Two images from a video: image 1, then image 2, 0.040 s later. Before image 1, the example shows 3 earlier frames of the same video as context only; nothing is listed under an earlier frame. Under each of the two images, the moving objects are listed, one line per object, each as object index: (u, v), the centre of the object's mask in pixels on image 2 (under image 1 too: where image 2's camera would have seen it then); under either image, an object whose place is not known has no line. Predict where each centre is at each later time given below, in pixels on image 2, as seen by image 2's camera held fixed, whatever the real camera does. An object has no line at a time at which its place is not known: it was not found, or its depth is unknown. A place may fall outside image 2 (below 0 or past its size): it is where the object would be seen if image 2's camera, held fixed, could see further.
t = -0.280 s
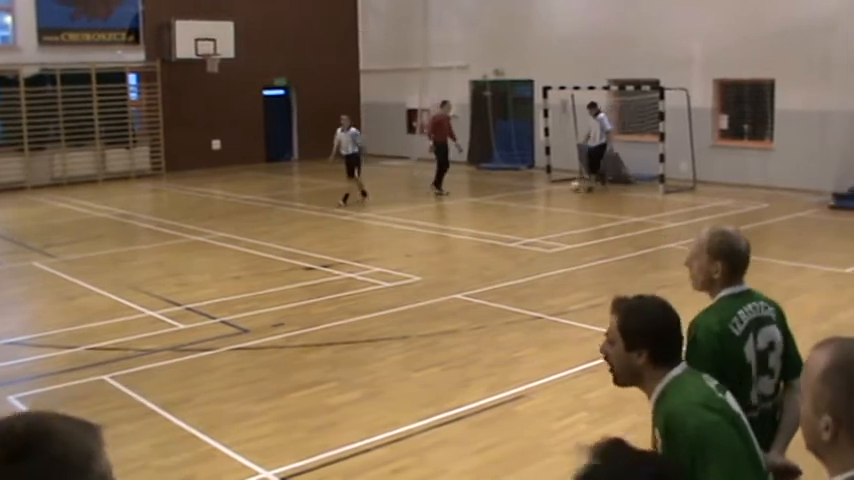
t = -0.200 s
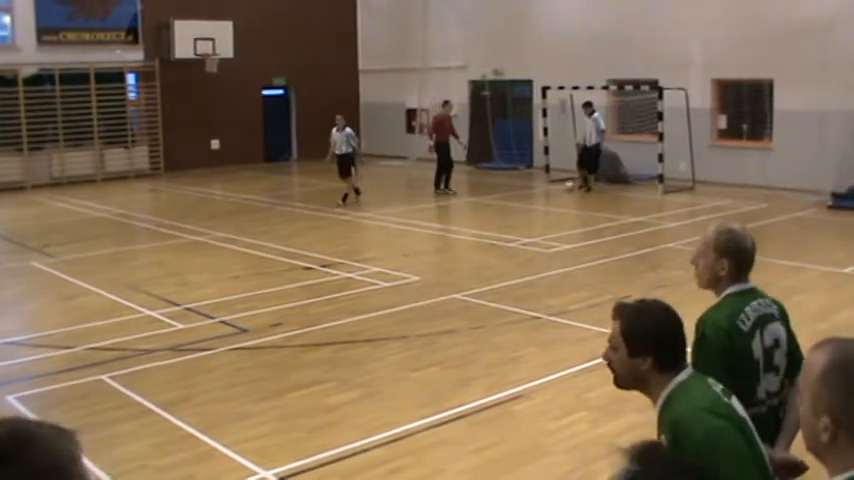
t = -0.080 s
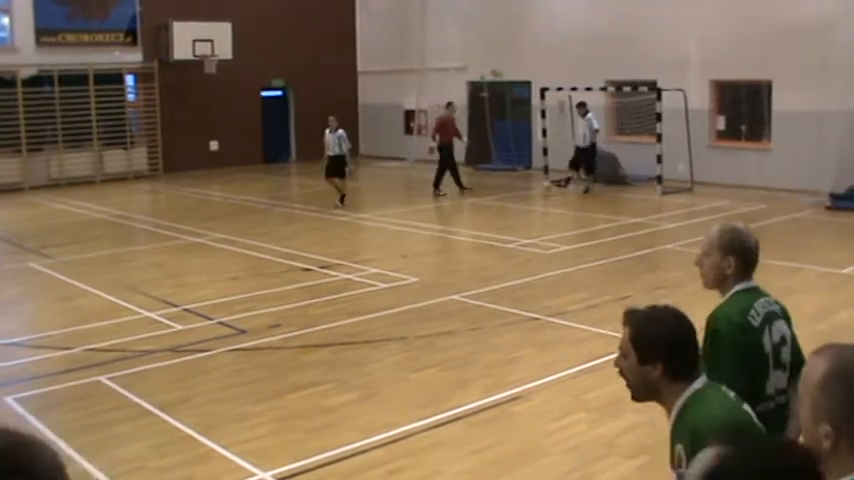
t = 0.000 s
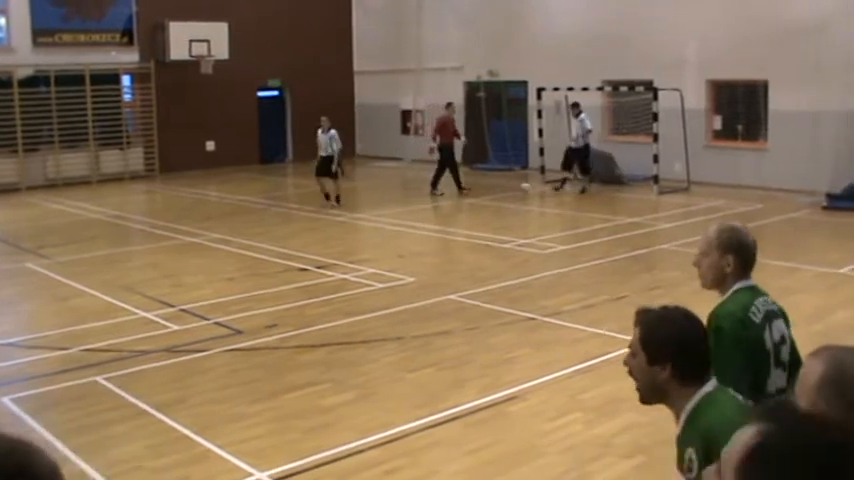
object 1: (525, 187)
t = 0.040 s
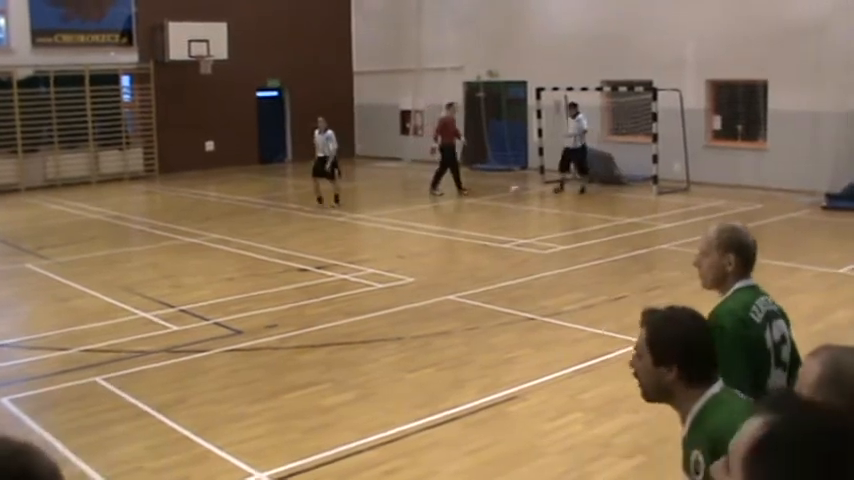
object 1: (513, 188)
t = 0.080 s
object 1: (504, 192)
